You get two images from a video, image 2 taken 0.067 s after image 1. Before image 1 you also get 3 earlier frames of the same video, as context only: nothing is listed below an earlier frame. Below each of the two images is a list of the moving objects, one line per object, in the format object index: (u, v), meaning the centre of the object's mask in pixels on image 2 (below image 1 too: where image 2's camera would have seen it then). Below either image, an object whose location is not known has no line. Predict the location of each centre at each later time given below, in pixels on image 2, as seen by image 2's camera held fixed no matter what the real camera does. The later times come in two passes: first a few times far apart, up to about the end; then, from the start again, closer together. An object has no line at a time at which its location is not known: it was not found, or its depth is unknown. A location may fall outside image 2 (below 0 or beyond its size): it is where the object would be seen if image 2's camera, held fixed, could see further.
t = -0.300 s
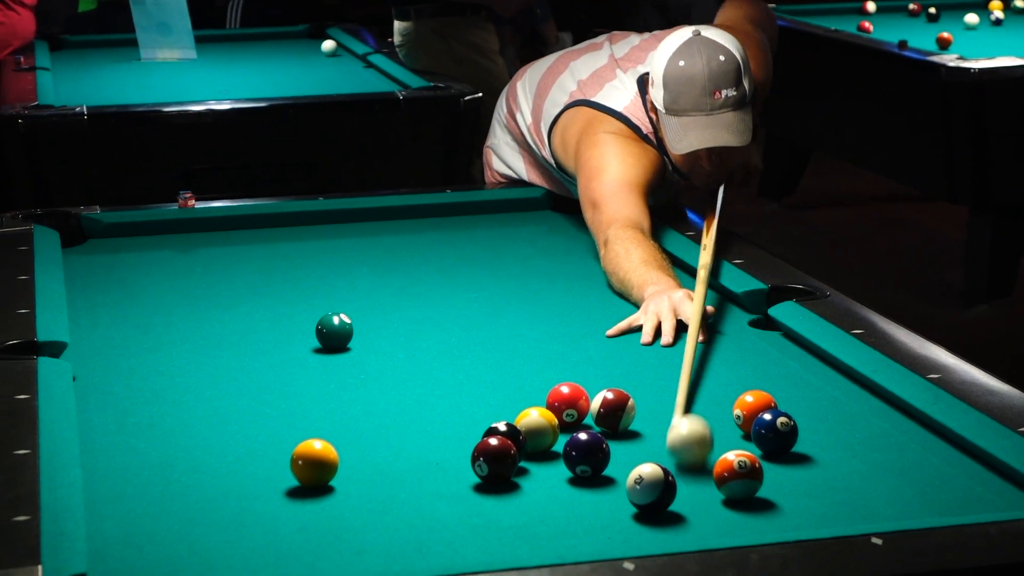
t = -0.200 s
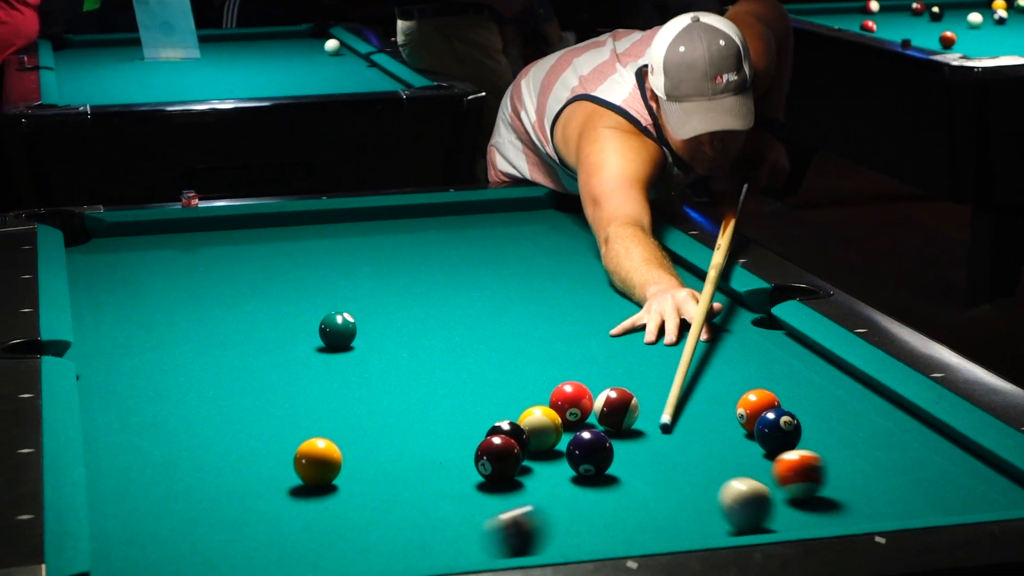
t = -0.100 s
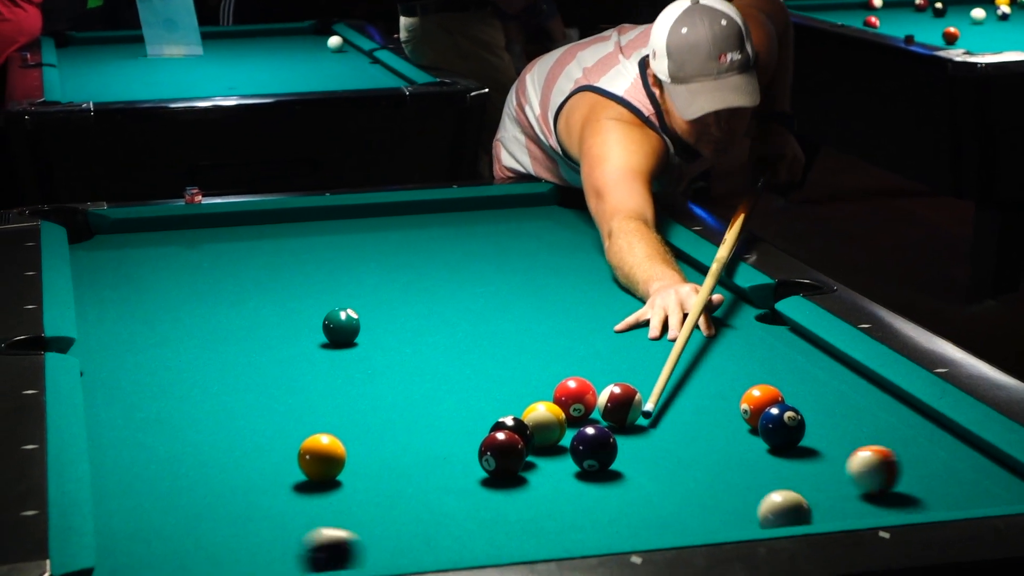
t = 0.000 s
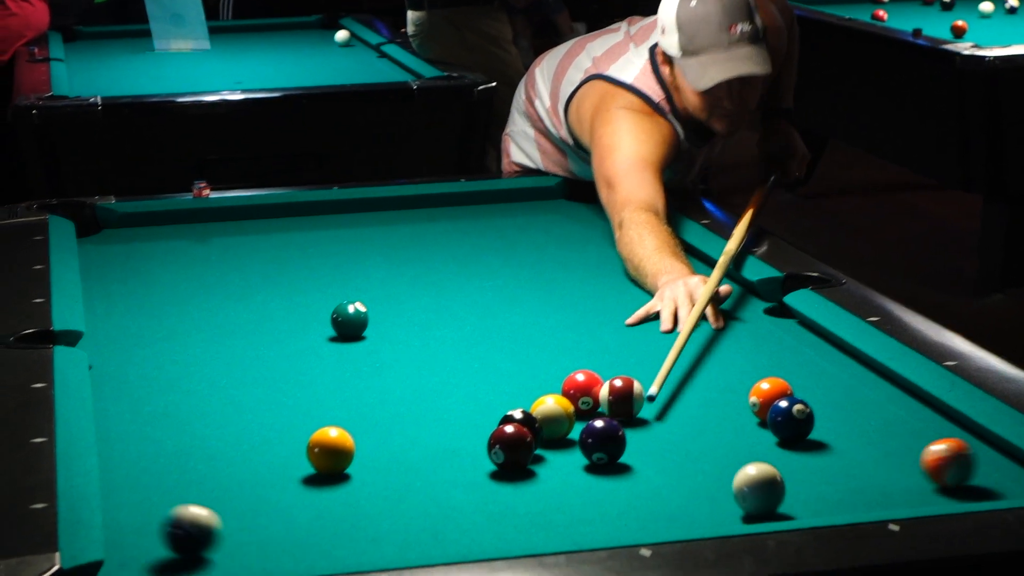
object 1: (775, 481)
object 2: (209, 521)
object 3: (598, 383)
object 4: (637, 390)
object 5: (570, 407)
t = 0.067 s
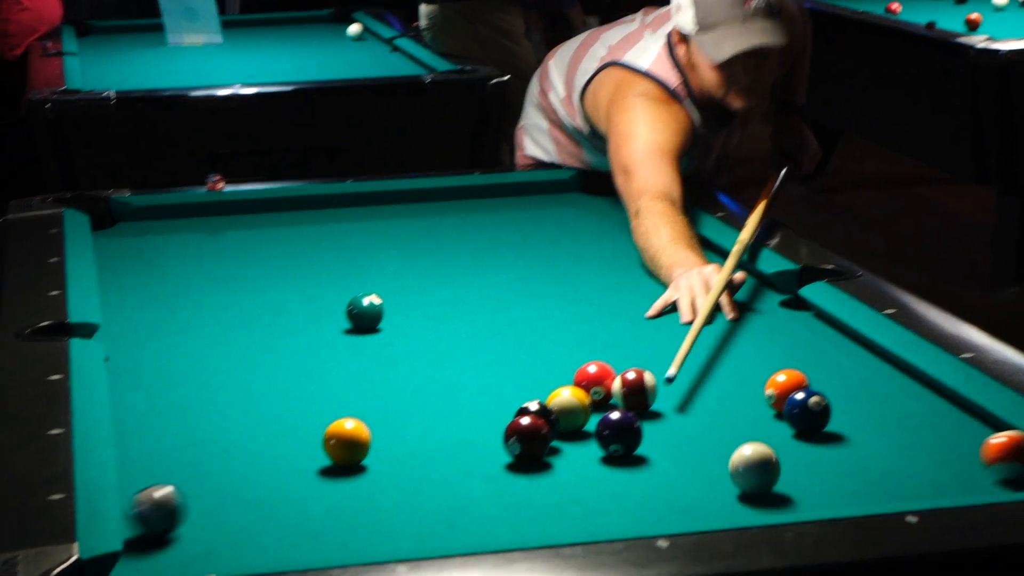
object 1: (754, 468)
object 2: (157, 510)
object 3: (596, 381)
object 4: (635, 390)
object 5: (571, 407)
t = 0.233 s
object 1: (705, 439)
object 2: (266, 467)
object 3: (589, 379)
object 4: (630, 391)
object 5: (571, 408)
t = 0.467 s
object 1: (646, 404)
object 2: (297, 431)
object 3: (581, 378)
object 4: (619, 387)
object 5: (571, 408)
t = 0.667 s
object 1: (626, 396)
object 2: (304, 406)
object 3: (543, 377)
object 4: (625, 371)
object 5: (571, 408)
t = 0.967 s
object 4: (639, 367)
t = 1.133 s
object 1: (592, 388)
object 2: (317, 357)
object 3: (456, 368)
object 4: (645, 361)
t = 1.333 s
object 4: (652, 353)
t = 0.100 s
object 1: (744, 462)
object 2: (185, 499)
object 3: (595, 381)
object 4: (634, 390)
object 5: (571, 407)
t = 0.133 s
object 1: (734, 456)
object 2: (206, 493)
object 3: (593, 380)
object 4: (632, 390)
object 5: (570, 408)
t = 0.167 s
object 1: (724, 450)
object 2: (229, 483)
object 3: (592, 380)
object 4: (631, 390)
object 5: (571, 408)
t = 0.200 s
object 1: (714, 445)
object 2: (247, 475)
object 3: (591, 380)
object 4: (630, 390)
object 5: (571, 408)
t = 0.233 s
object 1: (705, 439)
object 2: (266, 467)
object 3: (589, 379)
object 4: (630, 391)
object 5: (571, 408)
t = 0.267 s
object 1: (696, 434)
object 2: (283, 460)
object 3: (588, 379)
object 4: (629, 390)
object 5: (571, 408)
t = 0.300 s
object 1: (687, 429)
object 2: (300, 452)
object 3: (587, 379)
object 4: (628, 391)
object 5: (571, 408)
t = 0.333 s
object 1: (678, 424)
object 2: (296, 448)
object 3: (586, 379)
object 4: (627, 391)
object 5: (571, 408)
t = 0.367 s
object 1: (669, 419)
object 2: (295, 444)
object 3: (584, 378)
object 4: (627, 391)
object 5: (571, 408)
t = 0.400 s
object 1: (661, 414)
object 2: (295, 440)
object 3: (583, 378)
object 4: (625, 390)
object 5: (571, 408)
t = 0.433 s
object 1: (654, 409)
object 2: (296, 436)
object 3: (582, 378)
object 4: (622, 388)
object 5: (571, 408)
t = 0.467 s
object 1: (646, 404)
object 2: (297, 431)
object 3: (581, 378)
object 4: (619, 387)
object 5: (571, 408)
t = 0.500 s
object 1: (641, 401)
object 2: (298, 427)
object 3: (580, 378)
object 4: (615, 385)
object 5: (571, 408)
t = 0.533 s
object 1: (639, 400)
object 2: (299, 422)
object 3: (575, 376)
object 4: (613, 383)
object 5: (571, 408)
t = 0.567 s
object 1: (636, 399)
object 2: (301, 418)
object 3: (566, 376)
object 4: (615, 379)
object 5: (571, 408)
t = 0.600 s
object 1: (633, 398)
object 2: (302, 414)
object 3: (557, 376)
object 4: (618, 375)
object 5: (571, 408)
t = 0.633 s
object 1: (629, 397)
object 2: (303, 410)
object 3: (550, 376)
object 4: (621, 373)
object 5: (571, 408)
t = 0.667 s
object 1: (626, 396)
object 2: (304, 406)
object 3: (543, 377)
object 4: (625, 371)
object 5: (571, 408)
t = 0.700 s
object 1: (623, 395)
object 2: (305, 402)
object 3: (539, 375)
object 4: (628, 370)
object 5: (572, 408)
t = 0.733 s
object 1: (621, 394)
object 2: (306, 397)
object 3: (532, 372)
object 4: (631, 370)
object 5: (579, 409)
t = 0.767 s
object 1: (620, 392)
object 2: (307, 394)
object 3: (523, 371)
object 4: (633, 370)
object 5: (585, 408)
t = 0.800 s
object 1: (620, 390)
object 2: (308, 390)
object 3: (515, 371)
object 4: (634, 369)
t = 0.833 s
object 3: (509, 373)
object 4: (635, 369)
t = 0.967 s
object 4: (639, 367)
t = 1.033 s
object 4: (641, 364)
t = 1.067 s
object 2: (316, 363)
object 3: (467, 369)
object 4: (643, 363)
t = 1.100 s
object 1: (594, 389)
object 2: (316, 360)
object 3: (461, 369)
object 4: (644, 362)
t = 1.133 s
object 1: (592, 388)
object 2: (317, 357)
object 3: (456, 368)
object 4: (645, 361)
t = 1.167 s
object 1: (590, 387)
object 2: (318, 354)
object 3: (450, 367)
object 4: (647, 359)
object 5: (664, 409)
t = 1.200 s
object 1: (588, 387)
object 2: (319, 351)
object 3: (444, 367)
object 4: (648, 359)
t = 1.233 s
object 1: (587, 386)
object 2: (320, 349)
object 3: (439, 366)
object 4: (649, 357)
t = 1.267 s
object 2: (321, 346)
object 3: (433, 365)
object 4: (650, 356)
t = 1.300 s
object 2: (322, 343)
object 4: (651, 355)
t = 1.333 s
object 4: (652, 353)
